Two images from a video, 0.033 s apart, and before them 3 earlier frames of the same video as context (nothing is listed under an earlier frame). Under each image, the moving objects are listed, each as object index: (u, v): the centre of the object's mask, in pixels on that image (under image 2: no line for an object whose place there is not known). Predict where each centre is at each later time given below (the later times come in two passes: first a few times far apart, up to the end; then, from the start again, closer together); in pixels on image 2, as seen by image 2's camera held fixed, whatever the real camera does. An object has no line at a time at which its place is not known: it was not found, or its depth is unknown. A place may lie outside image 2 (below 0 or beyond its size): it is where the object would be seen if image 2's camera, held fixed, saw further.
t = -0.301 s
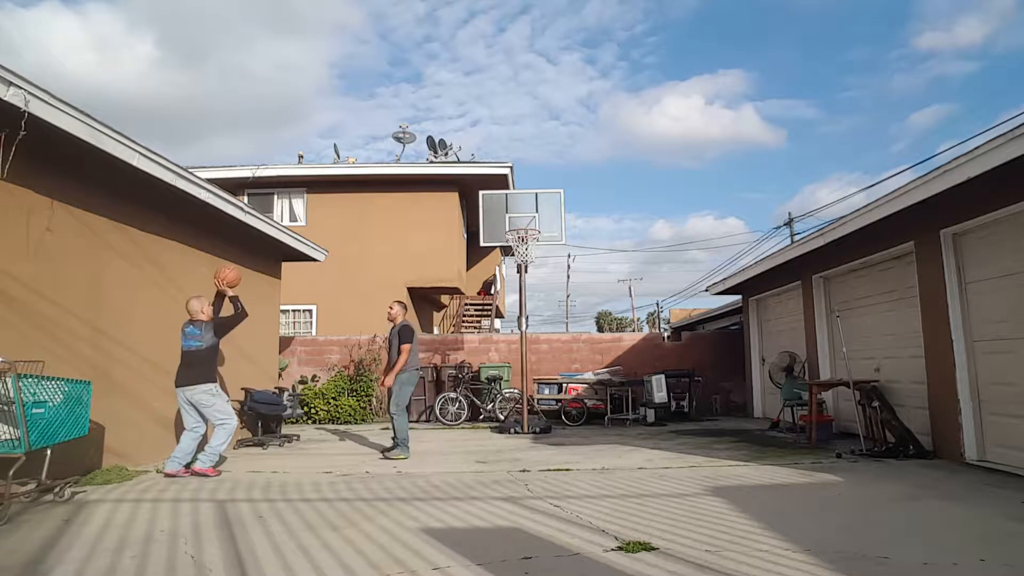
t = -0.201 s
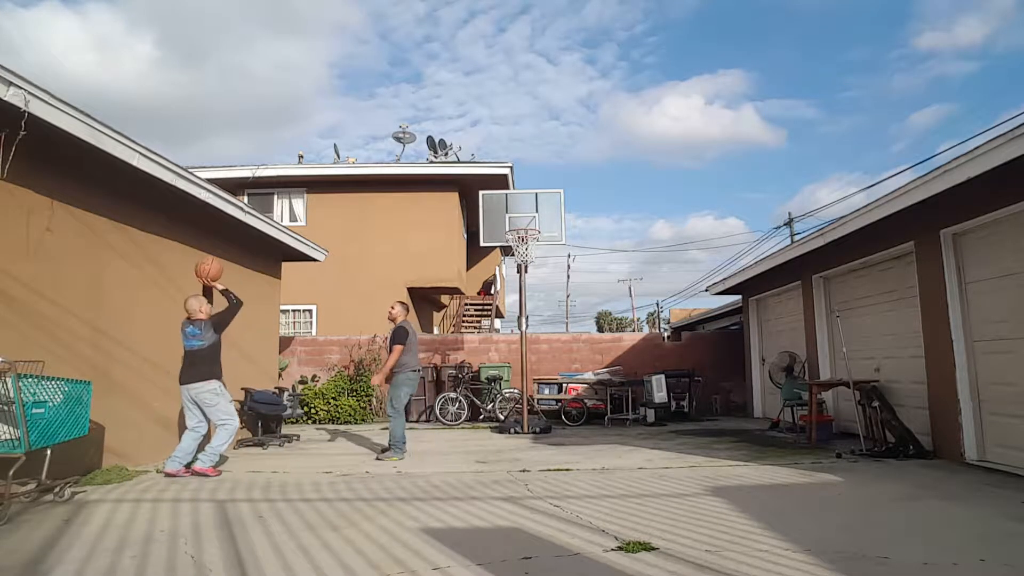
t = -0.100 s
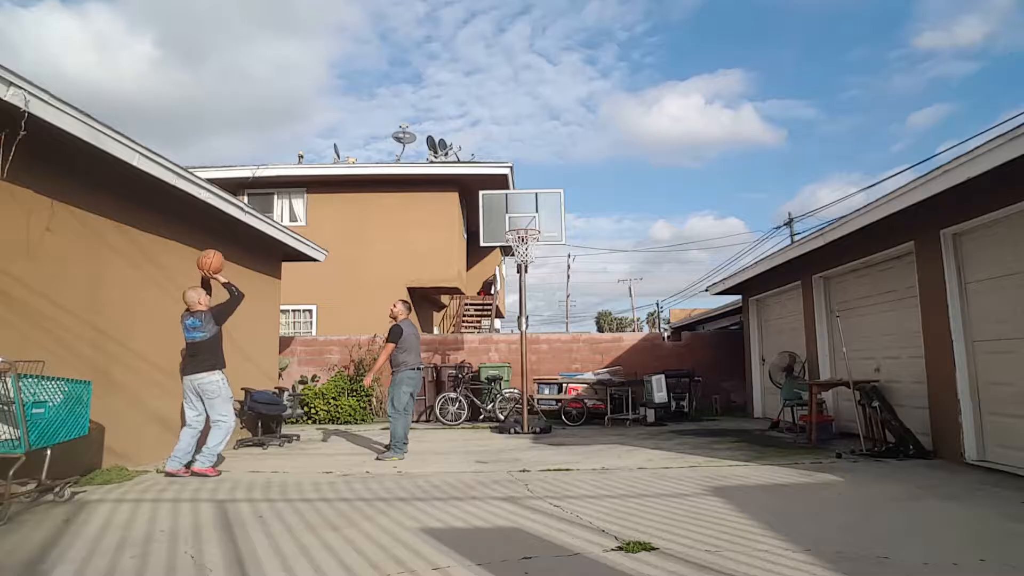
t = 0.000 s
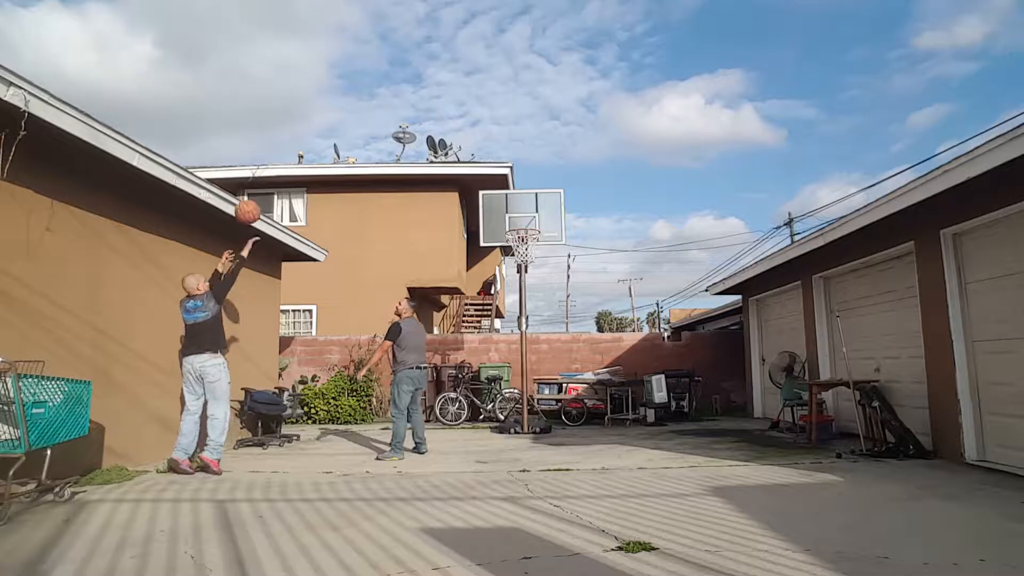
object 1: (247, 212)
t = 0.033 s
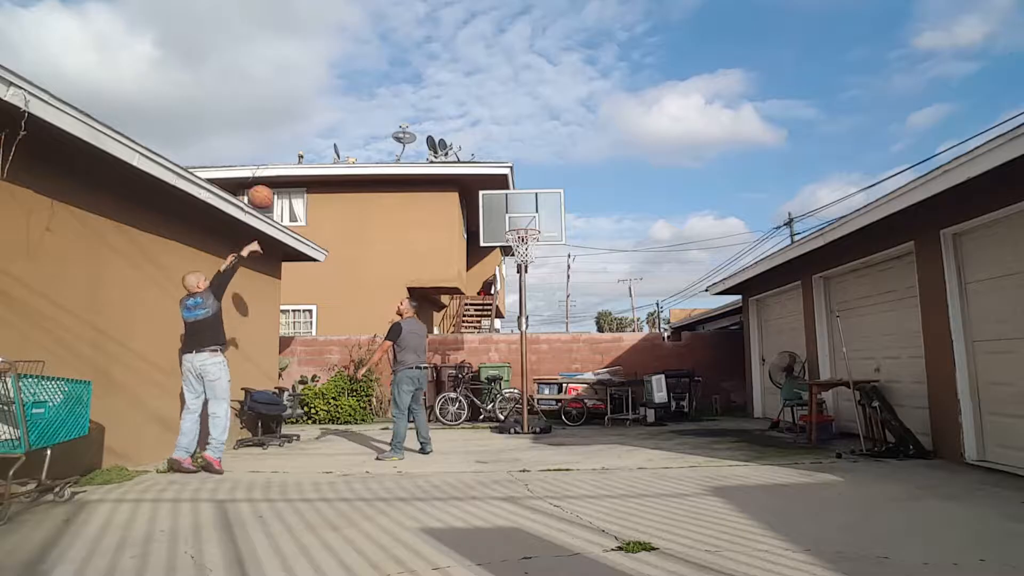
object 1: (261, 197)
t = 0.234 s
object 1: (331, 138)
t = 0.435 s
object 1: (388, 118)
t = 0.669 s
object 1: (444, 134)
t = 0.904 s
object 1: (491, 185)
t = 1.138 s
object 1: (529, 256)
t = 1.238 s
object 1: (535, 268)
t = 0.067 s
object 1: (274, 184)
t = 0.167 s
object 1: (309, 152)
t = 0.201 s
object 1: (320, 144)
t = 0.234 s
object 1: (331, 138)
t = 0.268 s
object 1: (341, 132)
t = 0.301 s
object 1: (352, 127)
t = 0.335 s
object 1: (361, 124)
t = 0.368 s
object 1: (370, 121)
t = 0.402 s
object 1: (379, 119)
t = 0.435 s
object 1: (388, 118)
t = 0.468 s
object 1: (397, 118)
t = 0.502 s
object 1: (405, 119)
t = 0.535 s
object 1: (413, 121)
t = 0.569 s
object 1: (421, 123)
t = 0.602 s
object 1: (428, 127)
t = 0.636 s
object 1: (436, 130)
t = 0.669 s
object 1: (444, 134)
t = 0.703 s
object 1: (451, 140)
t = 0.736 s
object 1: (458, 146)
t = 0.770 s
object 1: (465, 153)
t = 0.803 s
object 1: (471, 160)
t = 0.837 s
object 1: (478, 167)
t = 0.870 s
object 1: (485, 176)
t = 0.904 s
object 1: (491, 185)
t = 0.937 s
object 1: (497, 195)
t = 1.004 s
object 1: (509, 216)
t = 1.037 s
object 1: (515, 227)
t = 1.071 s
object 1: (521, 238)
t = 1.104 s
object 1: (524, 244)
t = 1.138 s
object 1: (529, 256)
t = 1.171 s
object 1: (531, 258)
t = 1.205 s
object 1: (533, 263)
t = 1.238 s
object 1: (535, 268)
